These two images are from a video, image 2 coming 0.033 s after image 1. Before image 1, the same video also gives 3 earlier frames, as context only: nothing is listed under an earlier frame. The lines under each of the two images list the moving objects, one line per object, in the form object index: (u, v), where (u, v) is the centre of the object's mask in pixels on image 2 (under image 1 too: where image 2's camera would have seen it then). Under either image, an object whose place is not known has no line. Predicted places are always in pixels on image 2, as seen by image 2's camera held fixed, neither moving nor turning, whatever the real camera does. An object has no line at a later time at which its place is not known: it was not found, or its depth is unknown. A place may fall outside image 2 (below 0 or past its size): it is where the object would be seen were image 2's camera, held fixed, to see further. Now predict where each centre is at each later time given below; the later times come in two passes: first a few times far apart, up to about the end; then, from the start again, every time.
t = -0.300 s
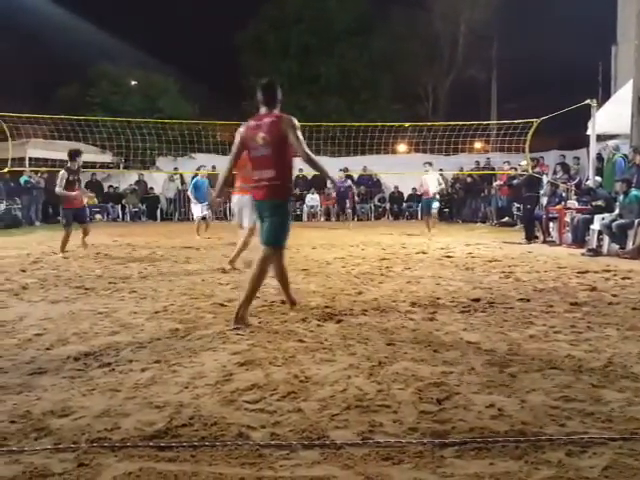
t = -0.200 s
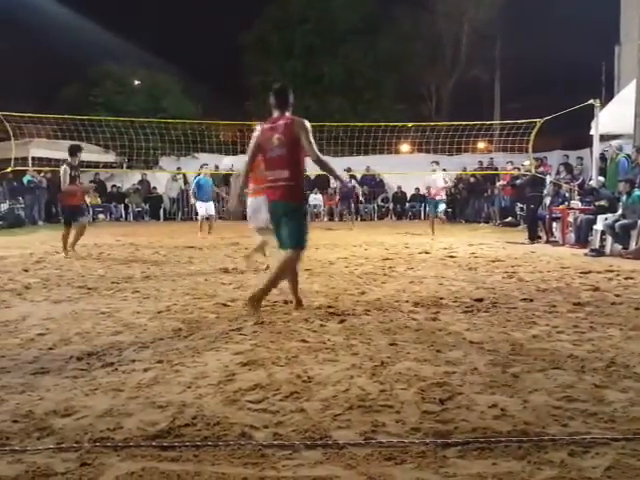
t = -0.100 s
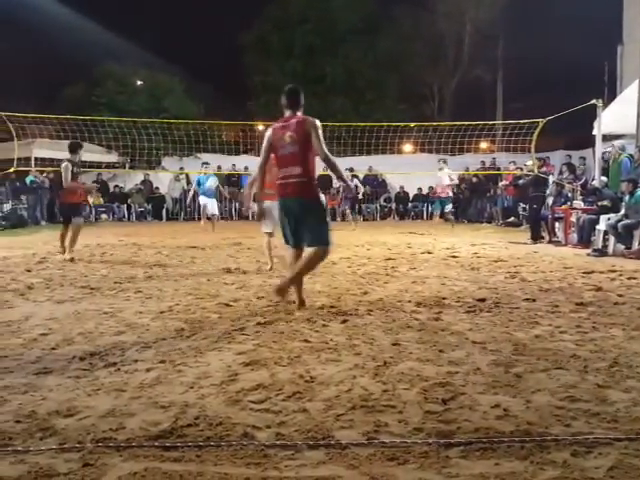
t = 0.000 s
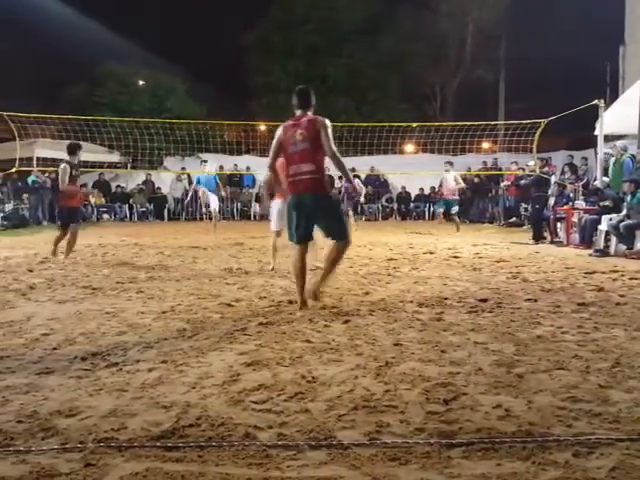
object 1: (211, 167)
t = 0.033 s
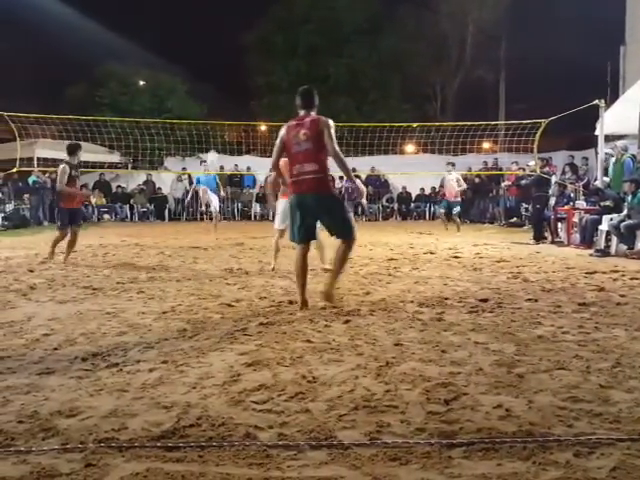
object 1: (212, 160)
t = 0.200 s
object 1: (220, 111)
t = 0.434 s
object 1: (232, 65)
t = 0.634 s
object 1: (243, 46)
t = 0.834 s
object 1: (253, 47)
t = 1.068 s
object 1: (265, 73)
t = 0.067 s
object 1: (213, 146)
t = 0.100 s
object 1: (215, 137)
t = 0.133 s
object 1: (216, 129)
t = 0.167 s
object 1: (218, 119)
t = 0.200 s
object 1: (220, 111)
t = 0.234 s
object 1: (221, 103)
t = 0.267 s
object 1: (223, 95)
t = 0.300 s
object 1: (225, 88)
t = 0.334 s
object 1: (226, 81)
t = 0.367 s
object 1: (228, 75)
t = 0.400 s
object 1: (230, 70)
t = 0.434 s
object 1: (232, 65)
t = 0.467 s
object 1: (234, 61)
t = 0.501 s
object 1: (236, 57)
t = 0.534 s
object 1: (238, 53)
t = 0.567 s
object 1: (240, 50)
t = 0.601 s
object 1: (242, 48)
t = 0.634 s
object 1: (243, 46)
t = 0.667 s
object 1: (245, 45)
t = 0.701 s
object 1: (246, 44)
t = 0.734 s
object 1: (248, 44)
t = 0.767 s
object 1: (250, 45)
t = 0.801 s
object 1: (251, 46)
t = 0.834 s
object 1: (253, 47)
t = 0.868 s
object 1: (255, 49)
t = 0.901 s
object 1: (256, 52)
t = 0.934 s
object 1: (258, 55)
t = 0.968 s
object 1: (260, 59)
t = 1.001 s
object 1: (262, 63)
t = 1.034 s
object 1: (263, 68)
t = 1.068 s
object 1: (265, 73)
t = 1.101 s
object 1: (266, 79)
